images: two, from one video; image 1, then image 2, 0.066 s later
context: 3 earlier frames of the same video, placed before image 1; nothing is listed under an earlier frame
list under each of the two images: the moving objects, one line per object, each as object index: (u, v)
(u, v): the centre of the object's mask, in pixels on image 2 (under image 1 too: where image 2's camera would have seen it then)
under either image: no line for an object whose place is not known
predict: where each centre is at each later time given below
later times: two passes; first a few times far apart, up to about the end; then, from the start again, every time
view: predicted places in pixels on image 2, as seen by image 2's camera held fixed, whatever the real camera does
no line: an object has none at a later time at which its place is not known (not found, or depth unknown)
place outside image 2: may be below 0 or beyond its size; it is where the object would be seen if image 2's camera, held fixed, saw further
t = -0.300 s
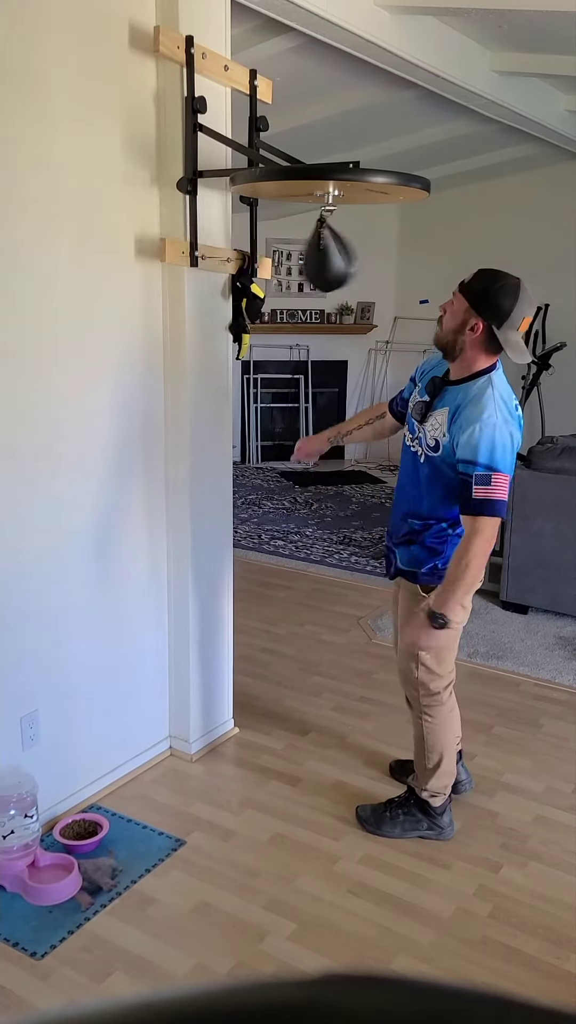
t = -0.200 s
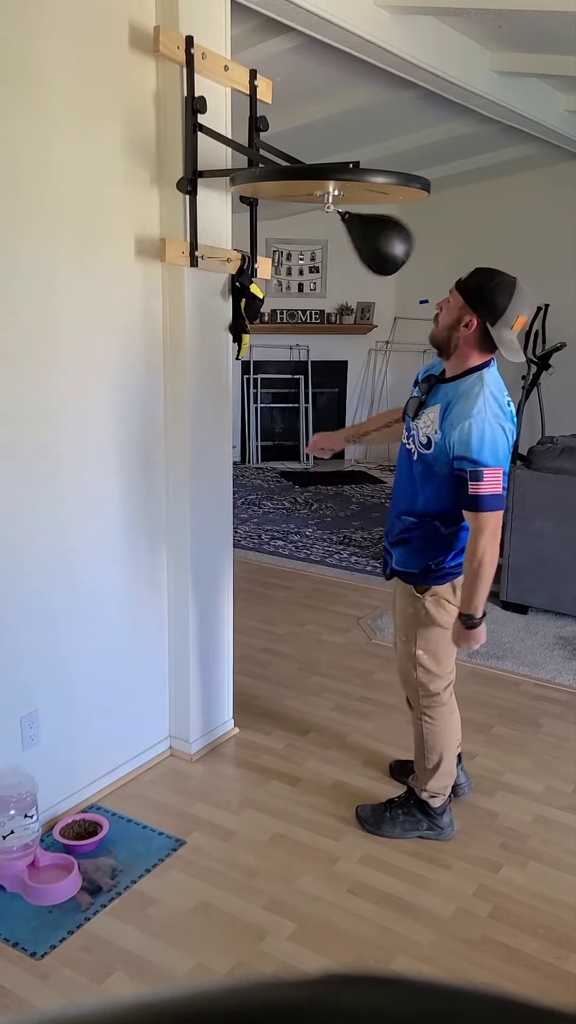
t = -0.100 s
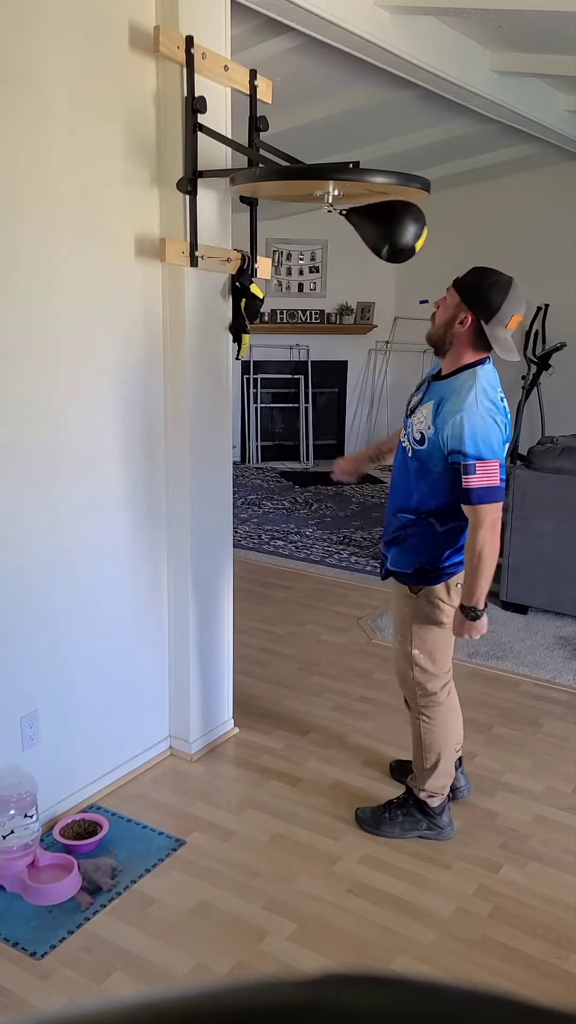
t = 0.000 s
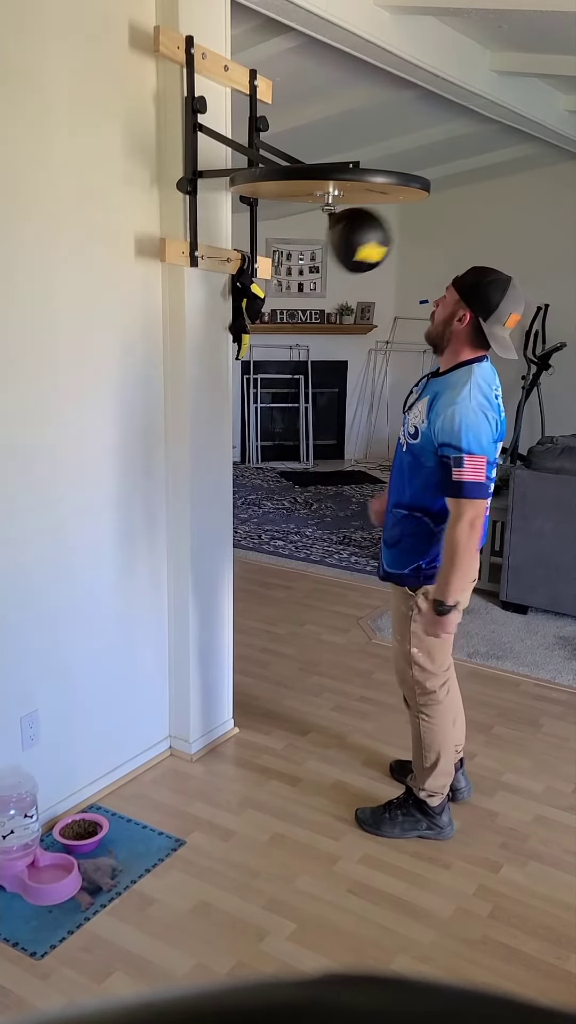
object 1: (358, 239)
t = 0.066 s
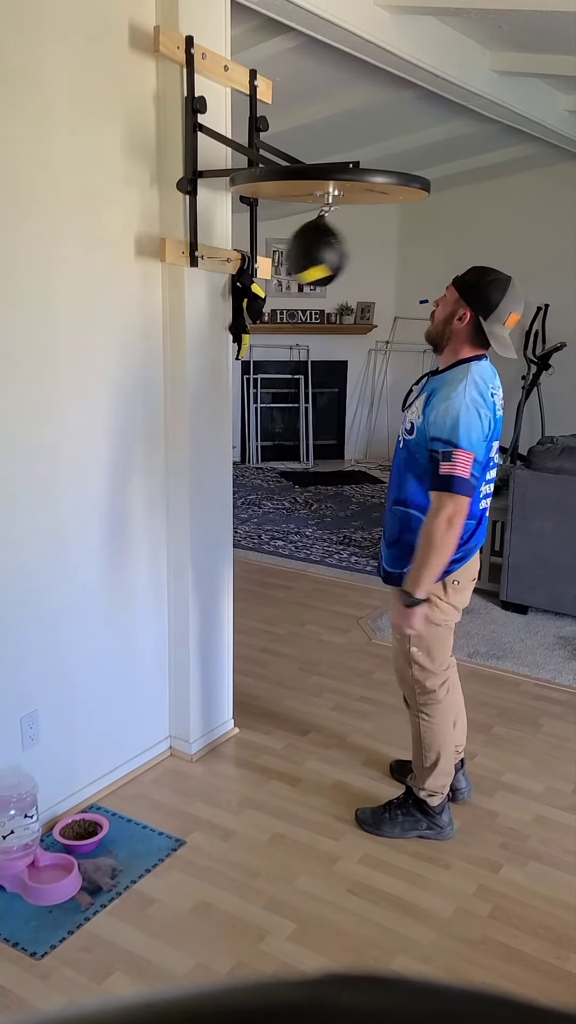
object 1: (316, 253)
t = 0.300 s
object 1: (311, 232)
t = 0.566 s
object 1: (364, 261)
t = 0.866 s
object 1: (278, 251)
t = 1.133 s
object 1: (359, 259)
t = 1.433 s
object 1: (351, 255)
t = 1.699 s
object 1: (282, 254)
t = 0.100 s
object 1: (298, 257)
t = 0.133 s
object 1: (286, 257)
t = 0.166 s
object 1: (281, 255)
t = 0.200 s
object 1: (282, 250)
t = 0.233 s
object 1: (288, 244)
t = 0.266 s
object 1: (297, 238)
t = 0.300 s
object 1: (311, 232)
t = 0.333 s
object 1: (326, 231)
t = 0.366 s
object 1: (338, 237)
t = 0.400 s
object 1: (349, 244)
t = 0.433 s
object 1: (358, 251)
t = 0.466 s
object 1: (364, 256)
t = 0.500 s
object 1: (368, 259)
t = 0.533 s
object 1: (368, 261)
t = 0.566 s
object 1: (364, 261)
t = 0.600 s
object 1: (357, 259)
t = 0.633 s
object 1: (345, 255)
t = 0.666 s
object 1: (330, 250)
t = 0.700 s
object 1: (315, 246)
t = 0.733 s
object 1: (302, 243)
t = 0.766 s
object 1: (291, 243)
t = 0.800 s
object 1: (284, 244)
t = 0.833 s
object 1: (279, 247)
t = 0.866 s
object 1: (278, 251)
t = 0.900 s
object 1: (281, 256)
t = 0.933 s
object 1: (286, 261)
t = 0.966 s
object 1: (294, 265)
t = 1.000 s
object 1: (305, 267)
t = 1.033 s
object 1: (319, 268)
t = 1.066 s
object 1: (333, 266)
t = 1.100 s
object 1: (347, 263)
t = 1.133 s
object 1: (359, 259)
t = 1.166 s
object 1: (369, 255)
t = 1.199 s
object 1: (377, 250)
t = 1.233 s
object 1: (382, 247)
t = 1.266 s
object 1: (384, 244)
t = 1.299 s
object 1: (384, 243)
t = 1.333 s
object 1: (380, 244)
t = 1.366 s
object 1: (374, 247)
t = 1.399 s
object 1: (364, 250)
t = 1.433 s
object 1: (351, 255)
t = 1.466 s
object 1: (336, 259)
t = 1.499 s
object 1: (320, 262)
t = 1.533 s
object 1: (305, 263)
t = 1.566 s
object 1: (294, 262)
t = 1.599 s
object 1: (286, 260)
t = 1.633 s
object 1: (282, 258)
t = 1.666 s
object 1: (280, 256)
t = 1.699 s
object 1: (282, 254)
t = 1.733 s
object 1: (286, 253)
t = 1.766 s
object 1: (292, 252)
